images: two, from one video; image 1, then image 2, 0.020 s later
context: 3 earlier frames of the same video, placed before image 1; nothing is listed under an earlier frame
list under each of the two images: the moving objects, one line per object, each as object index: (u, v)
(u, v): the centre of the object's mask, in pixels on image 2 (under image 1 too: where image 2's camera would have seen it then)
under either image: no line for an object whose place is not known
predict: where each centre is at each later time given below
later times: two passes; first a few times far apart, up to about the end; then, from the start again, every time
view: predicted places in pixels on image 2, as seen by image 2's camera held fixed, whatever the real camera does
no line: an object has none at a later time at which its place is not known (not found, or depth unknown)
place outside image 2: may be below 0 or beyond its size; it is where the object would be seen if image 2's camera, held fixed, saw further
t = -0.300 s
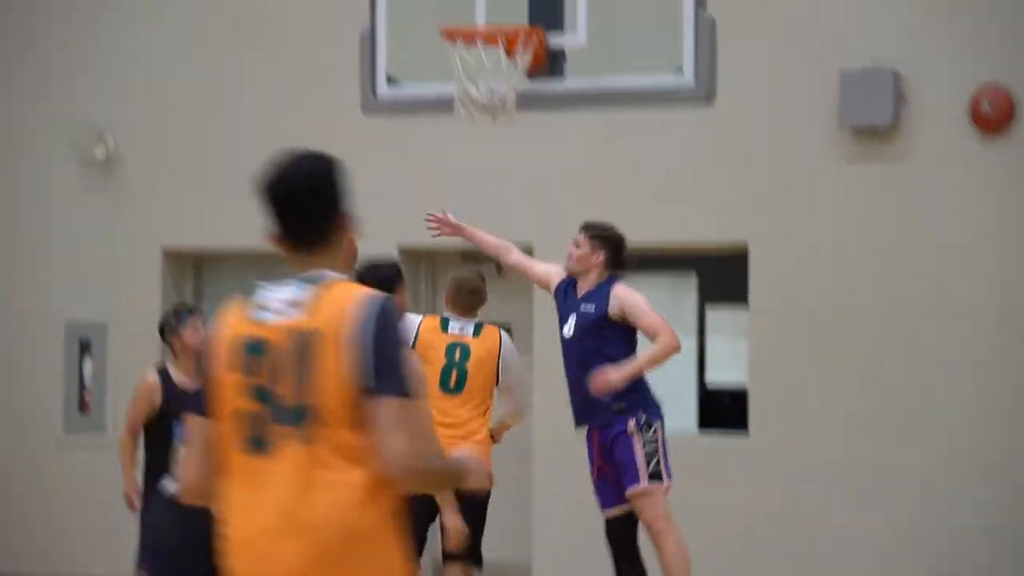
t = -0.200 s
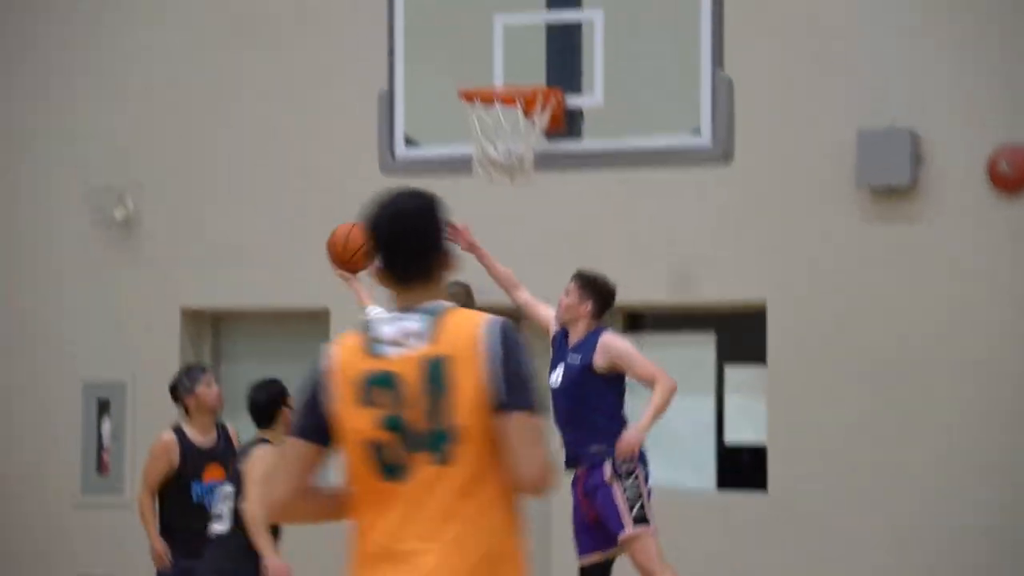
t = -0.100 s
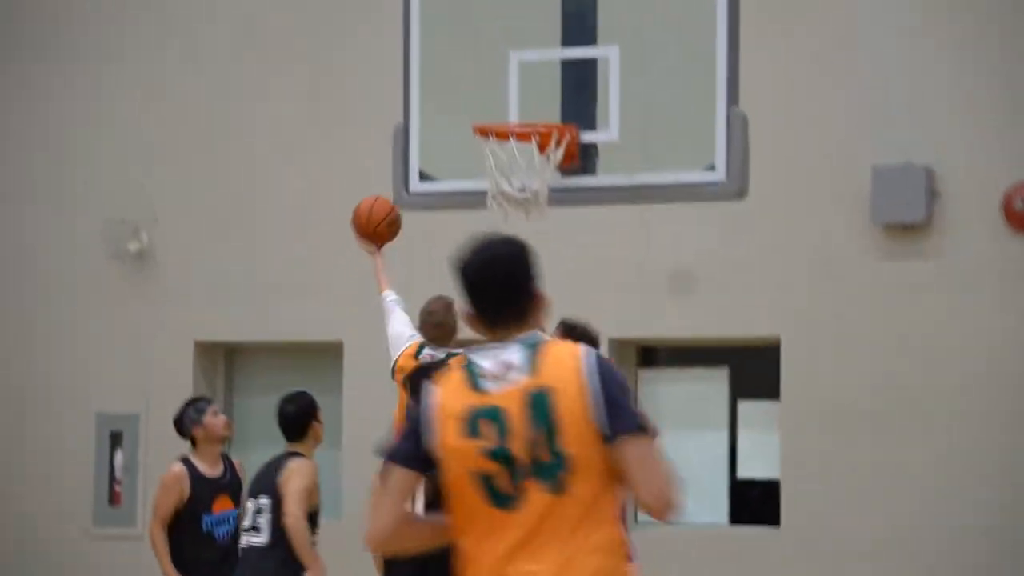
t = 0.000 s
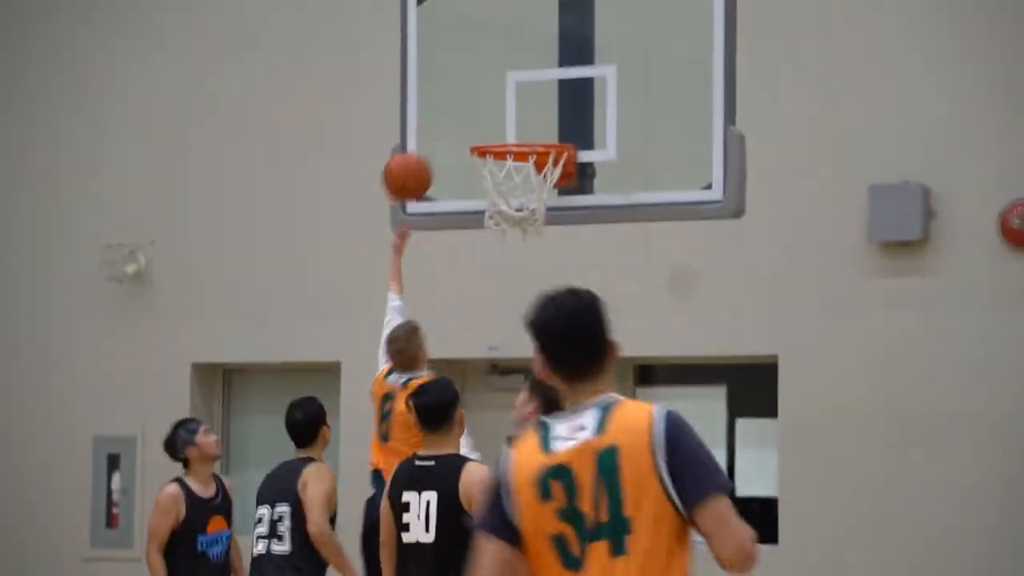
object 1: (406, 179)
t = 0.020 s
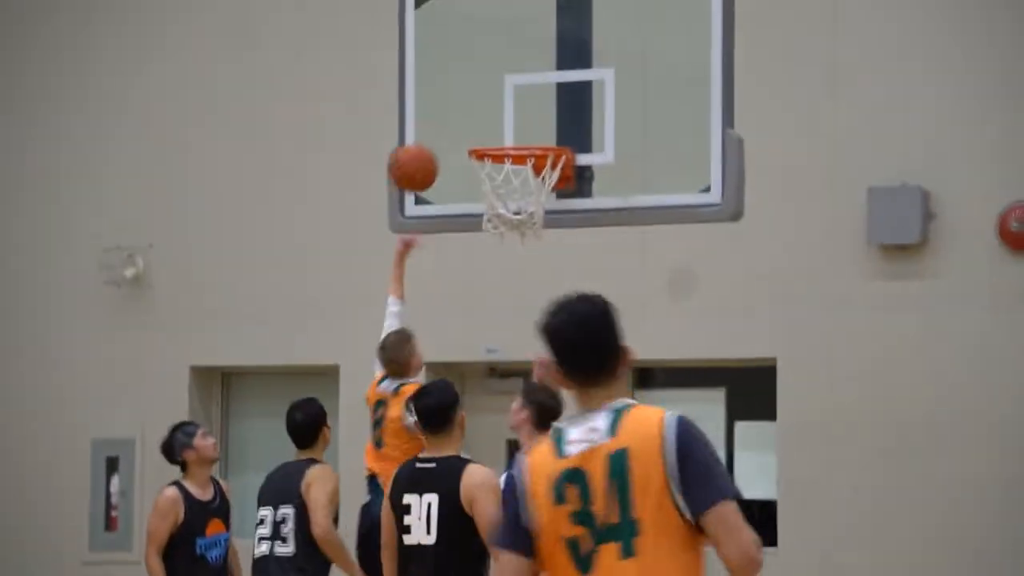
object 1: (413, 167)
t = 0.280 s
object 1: (483, 96)
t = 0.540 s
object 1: (499, 128)
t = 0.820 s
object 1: (519, 178)
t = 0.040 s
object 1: (421, 158)
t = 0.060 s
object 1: (429, 149)
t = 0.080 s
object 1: (436, 141)
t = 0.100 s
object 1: (443, 133)
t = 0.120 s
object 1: (451, 125)
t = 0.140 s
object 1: (459, 119)
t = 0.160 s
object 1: (467, 114)
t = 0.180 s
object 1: (474, 109)
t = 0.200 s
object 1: (480, 106)
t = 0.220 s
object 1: (482, 102)
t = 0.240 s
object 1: (482, 99)
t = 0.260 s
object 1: (483, 97)
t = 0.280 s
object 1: (483, 96)
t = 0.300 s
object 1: (484, 95)
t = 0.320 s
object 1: (484, 95)
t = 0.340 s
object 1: (485, 97)
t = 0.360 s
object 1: (485, 98)
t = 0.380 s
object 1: (486, 102)
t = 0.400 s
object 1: (486, 105)
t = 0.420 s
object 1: (486, 110)
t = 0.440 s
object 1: (486, 115)
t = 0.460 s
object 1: (487, 121)
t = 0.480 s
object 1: (487, 126)
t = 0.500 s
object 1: (488, 130)
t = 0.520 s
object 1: (493, 128)
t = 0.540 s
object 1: (499, 128)
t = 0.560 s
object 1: (504, 128)
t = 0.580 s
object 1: (510, 128)
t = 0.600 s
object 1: (515, 129)
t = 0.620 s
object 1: (520, 130)
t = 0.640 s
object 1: (526, 132)
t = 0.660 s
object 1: (531, 134)
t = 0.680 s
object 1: (536, 146)
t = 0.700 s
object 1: (540, 152)
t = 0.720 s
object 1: (539, 155)
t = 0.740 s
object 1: (535, 158)
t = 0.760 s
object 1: (529, 163)
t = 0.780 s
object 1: (526, 169)
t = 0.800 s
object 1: (522, 173)
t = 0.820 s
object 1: (519, 178)
